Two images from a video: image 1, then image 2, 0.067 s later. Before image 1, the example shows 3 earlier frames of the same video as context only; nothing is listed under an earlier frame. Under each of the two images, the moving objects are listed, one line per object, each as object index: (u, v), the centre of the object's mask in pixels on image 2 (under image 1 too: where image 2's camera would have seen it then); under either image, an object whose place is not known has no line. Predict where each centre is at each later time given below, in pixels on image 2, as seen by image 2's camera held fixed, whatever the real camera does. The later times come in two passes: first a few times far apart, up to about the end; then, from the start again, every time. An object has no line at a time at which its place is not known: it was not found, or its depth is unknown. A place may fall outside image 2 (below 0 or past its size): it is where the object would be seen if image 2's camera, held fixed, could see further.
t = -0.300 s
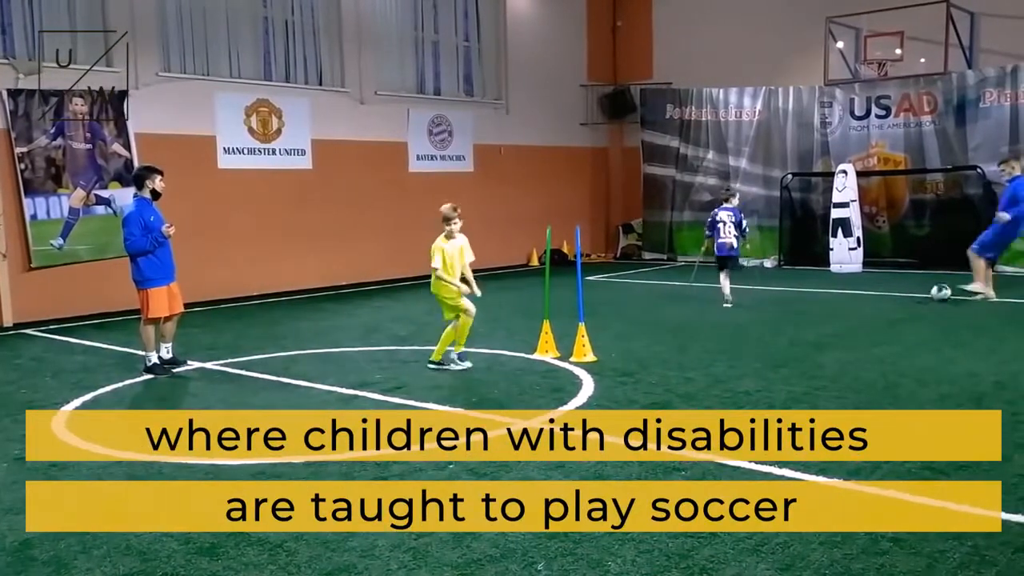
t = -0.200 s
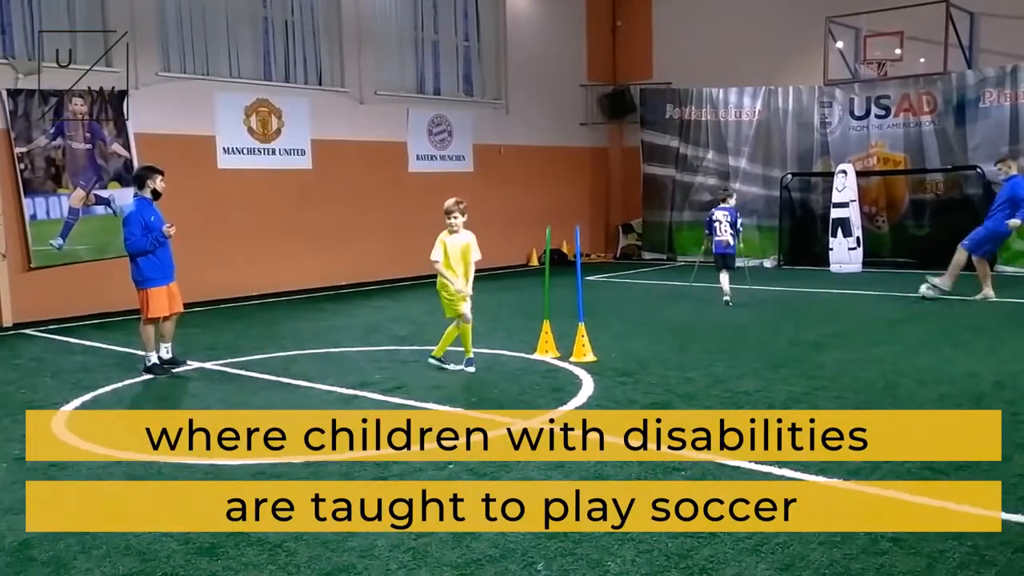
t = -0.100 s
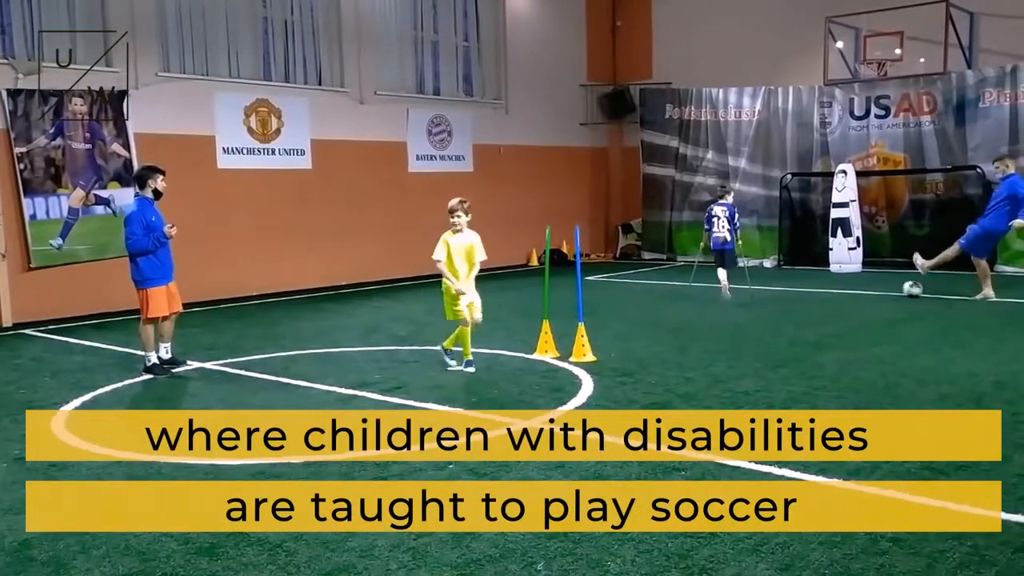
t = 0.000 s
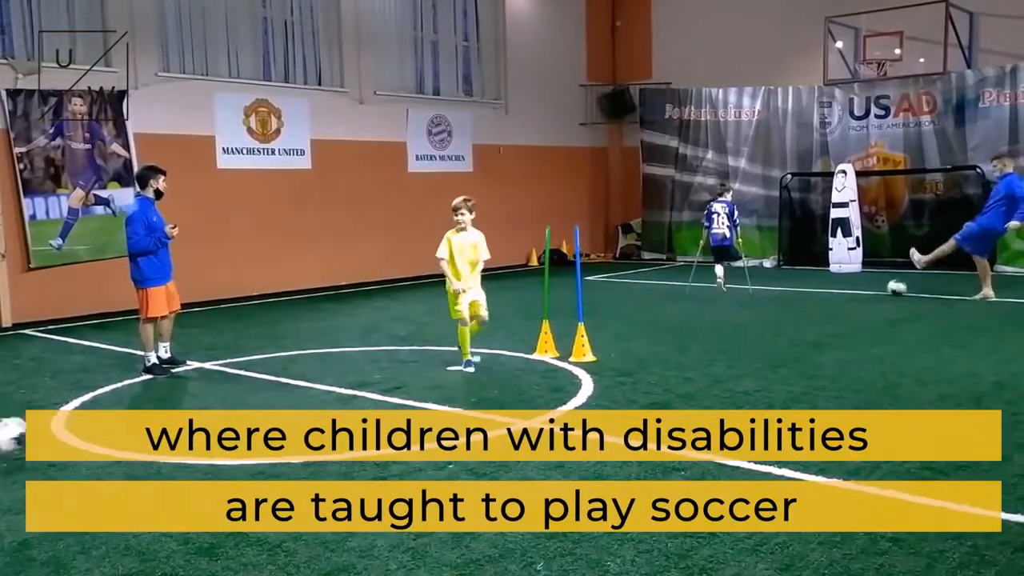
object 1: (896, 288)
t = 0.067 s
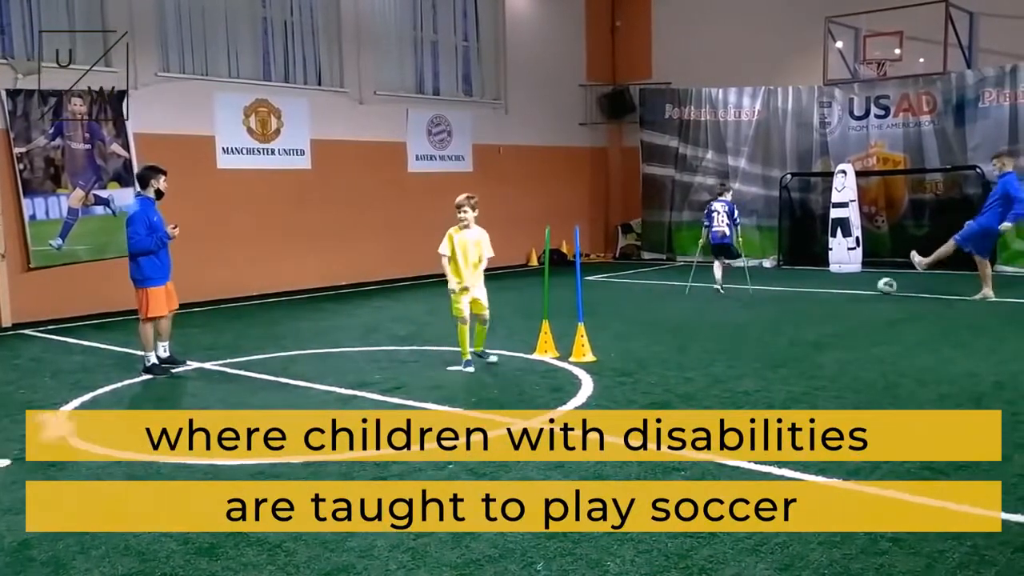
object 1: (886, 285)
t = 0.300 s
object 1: (855, 283)
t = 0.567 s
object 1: (824, 279)
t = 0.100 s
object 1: (882, 286)
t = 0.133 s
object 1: (877, 285)
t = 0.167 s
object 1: (873, 284)
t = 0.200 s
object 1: (868, 284)
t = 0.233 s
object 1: (864, 283)
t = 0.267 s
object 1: (860, 282)
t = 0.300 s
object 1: (855, 283)
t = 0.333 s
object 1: (851, 282)
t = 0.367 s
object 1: (847, 282)
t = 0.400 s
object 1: (843, 282)
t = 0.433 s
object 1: (839, 281)
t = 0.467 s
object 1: (835, 280)
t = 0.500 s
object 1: (832, 281)
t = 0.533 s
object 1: (828, 280)
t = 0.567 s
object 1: (824, 279)
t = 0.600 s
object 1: (821, 280)
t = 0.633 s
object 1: (817, 279)
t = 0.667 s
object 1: (814, 278)
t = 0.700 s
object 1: (811, 278)
